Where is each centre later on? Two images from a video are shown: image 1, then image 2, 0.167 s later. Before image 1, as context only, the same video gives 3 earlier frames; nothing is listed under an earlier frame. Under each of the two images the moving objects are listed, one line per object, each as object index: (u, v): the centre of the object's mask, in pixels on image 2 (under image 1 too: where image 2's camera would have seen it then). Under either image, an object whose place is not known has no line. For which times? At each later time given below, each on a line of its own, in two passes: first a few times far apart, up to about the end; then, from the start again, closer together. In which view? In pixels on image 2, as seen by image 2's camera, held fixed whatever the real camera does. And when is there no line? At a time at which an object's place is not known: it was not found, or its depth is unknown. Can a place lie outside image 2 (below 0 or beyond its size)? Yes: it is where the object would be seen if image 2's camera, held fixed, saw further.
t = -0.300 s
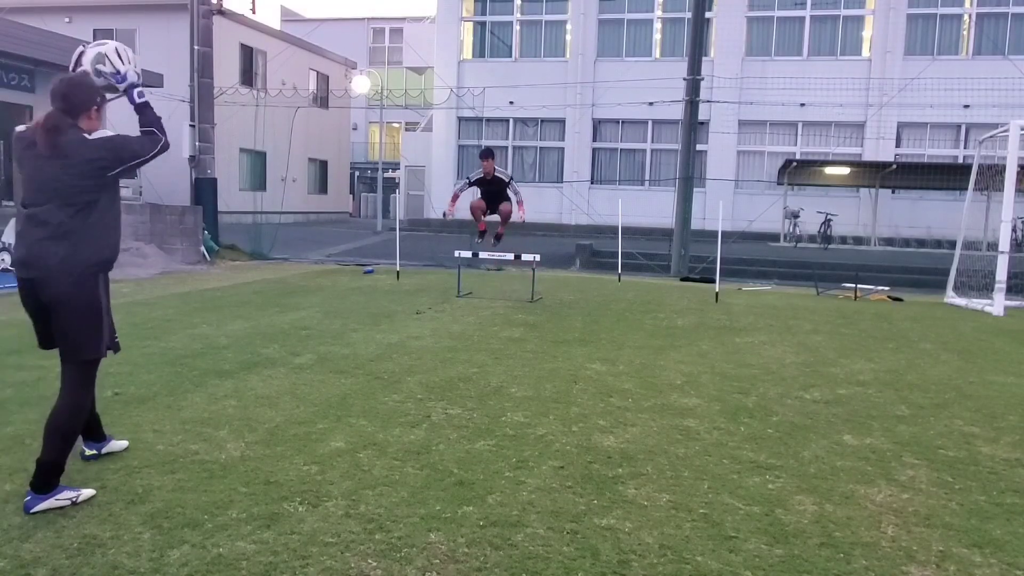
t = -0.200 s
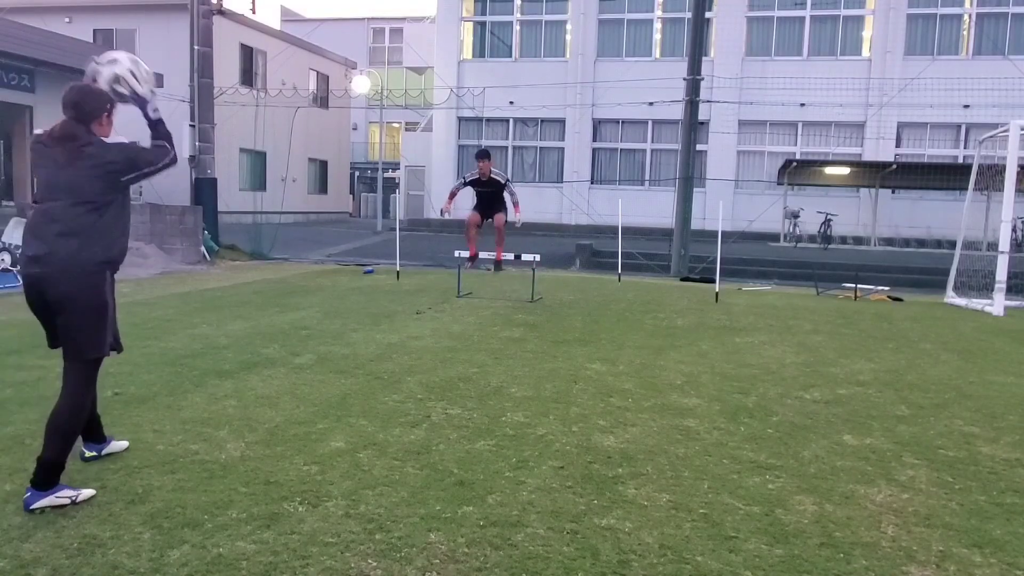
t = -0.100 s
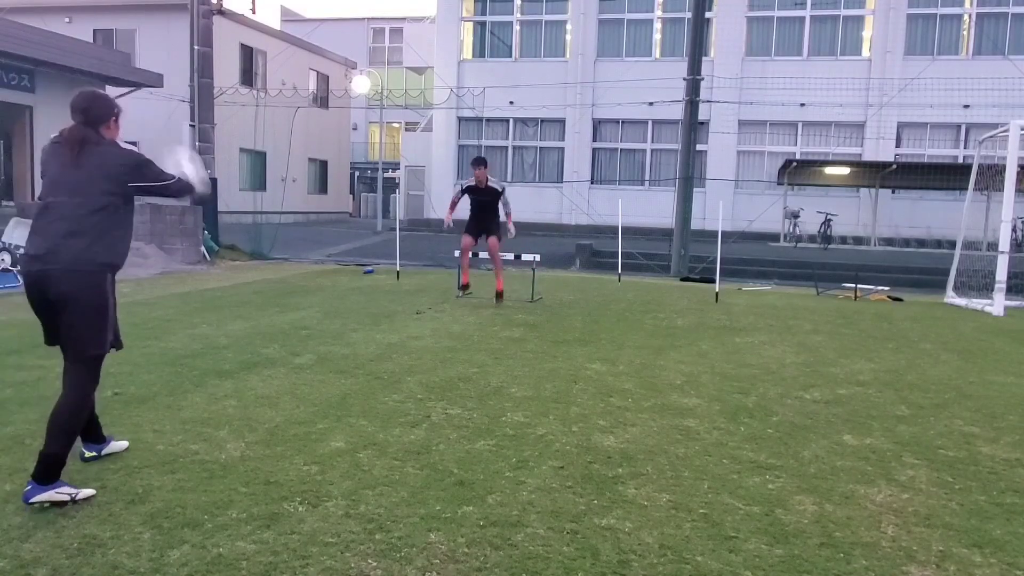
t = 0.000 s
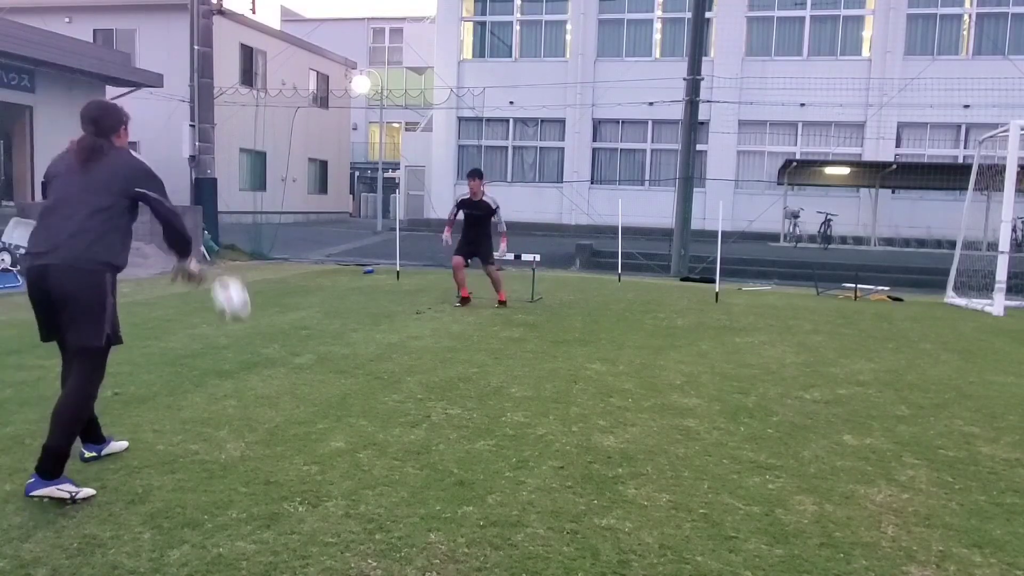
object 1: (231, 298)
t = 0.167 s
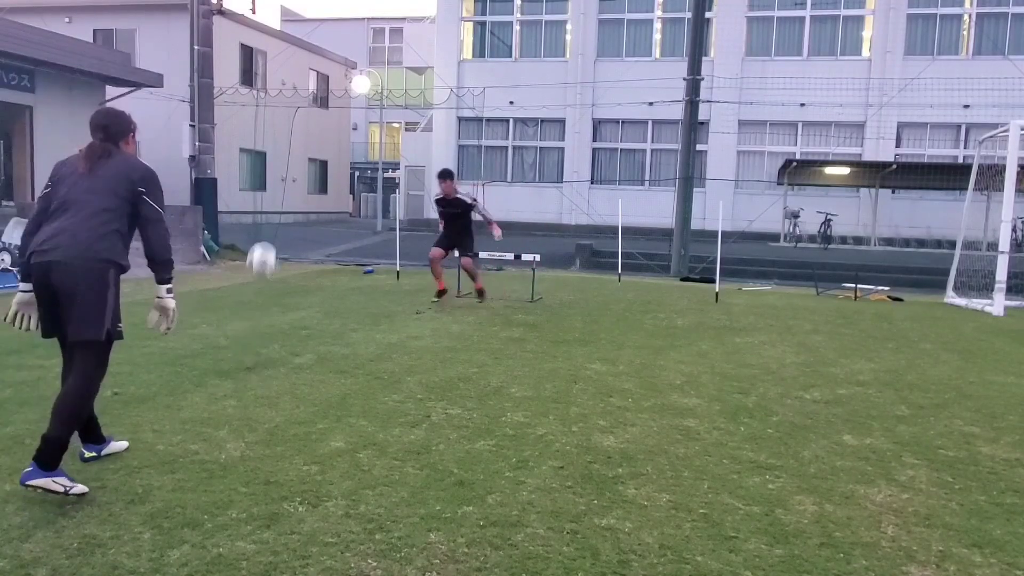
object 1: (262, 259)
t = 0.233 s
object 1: (269, 215)
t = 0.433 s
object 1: (286, 129)
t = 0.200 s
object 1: (266, 237)
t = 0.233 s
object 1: (269, 215)
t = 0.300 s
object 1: (275, 179)
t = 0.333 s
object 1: (278, 163)
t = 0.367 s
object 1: (281, 150)
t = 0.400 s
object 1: (283, 139)
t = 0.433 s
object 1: (286, 129)
